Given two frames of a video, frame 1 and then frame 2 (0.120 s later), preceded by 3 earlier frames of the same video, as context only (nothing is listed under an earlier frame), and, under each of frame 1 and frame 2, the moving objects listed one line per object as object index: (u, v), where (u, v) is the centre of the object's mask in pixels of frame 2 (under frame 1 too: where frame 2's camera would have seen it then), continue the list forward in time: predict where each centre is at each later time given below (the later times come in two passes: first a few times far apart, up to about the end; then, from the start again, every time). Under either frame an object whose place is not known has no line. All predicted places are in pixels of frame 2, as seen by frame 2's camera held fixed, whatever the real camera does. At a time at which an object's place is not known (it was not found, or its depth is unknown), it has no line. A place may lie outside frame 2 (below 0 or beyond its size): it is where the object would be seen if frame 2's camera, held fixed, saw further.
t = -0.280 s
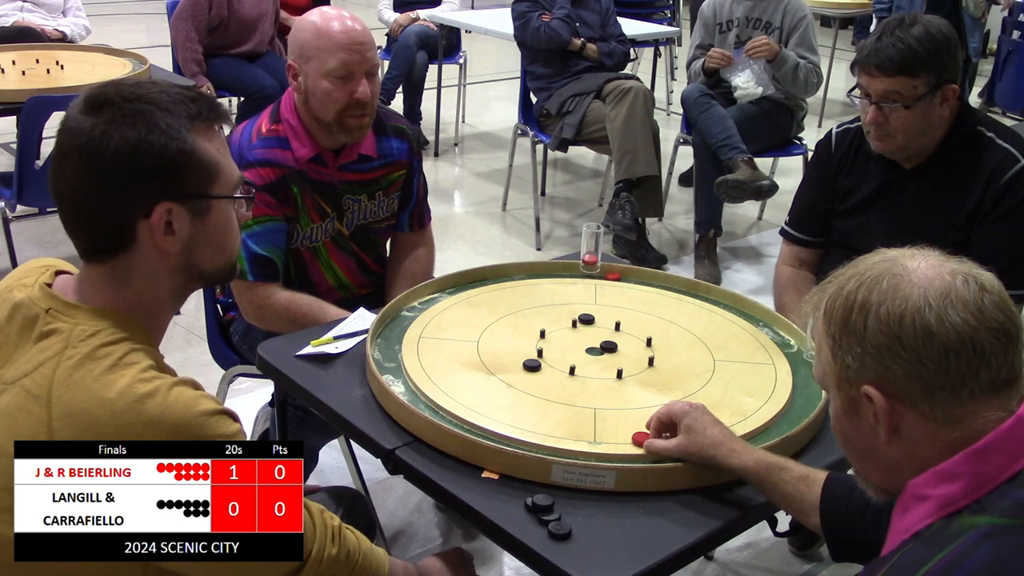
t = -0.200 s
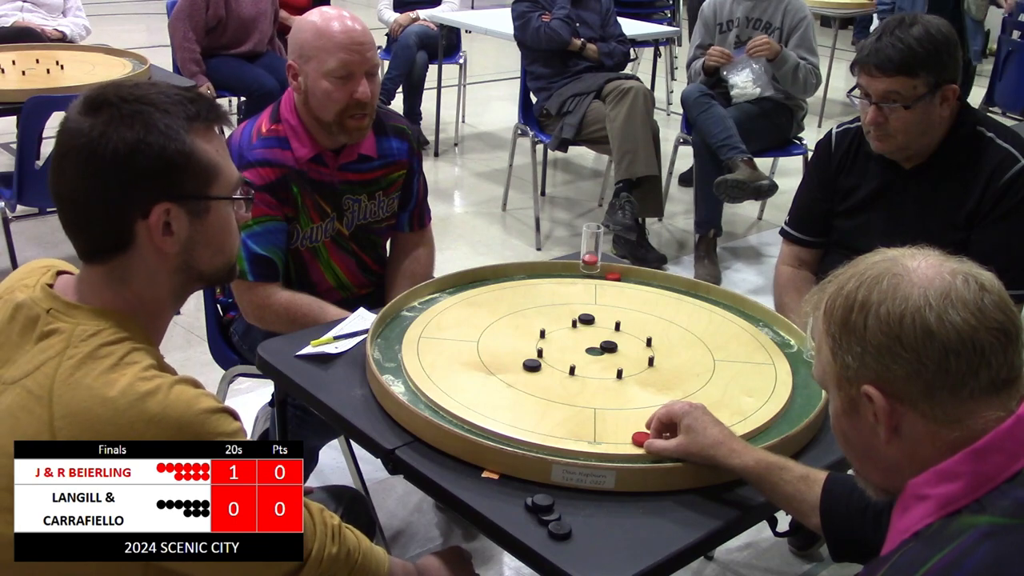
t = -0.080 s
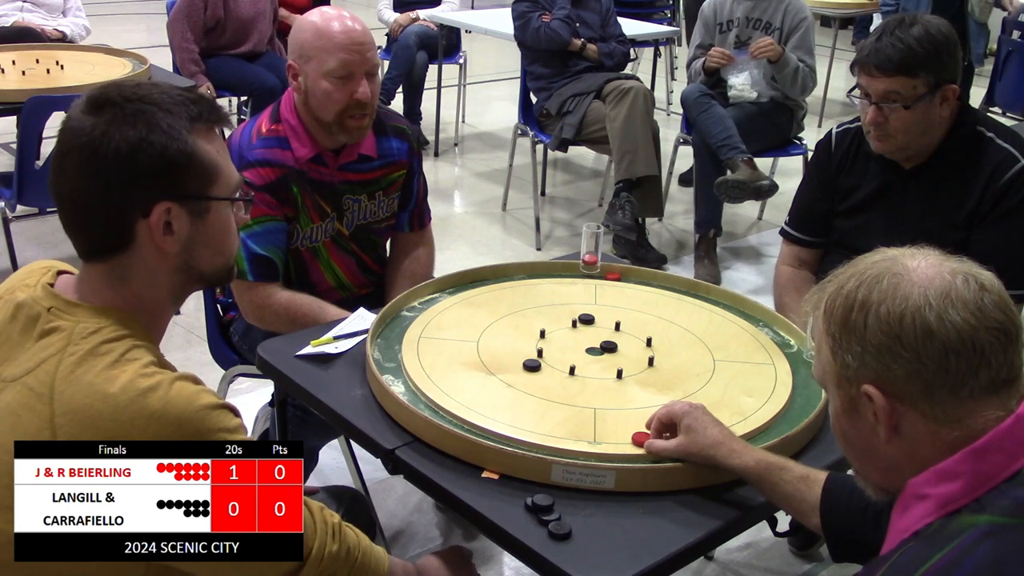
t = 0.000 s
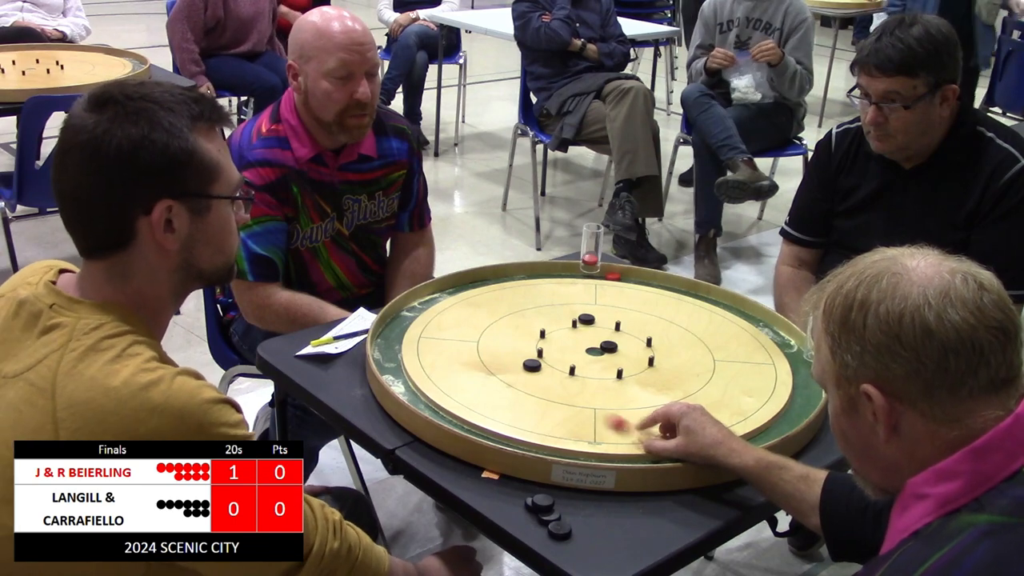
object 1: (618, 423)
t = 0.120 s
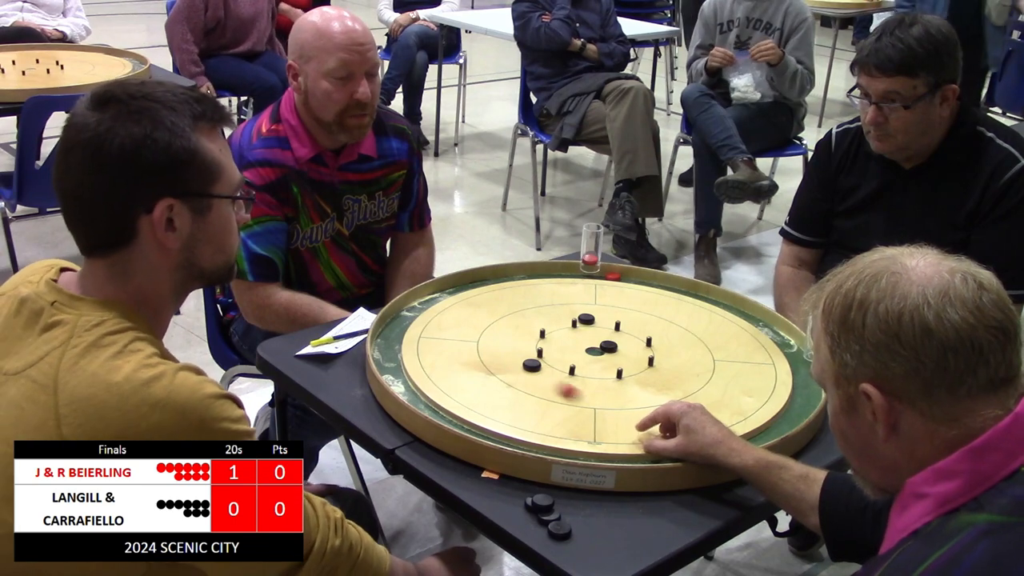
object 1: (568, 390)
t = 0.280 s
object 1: (532, 372)
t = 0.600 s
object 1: (530, 372)
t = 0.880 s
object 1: (530, 372)
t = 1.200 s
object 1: (530, 372)
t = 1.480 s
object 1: (530, 372)
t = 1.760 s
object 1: (530, 372)
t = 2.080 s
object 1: (530, 372)
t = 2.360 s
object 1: (530, 372)
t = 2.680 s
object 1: (530, 372)
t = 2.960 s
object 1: (530, 372)
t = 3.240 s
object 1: (530, 372)
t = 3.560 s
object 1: (530, 372)
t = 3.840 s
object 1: (530, 372)
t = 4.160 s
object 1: (530, 372)
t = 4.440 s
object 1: (530, 372)
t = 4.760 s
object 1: (530, 372)
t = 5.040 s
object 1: (530, 372)
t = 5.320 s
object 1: (530, 372)
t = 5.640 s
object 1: (530, 372)
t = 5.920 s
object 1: (530, 372)
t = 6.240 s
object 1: (530, 372)
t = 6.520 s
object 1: (530, 372)
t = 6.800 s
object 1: (530, 372)
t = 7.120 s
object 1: (530, 372)
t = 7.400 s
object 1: (530, 372)
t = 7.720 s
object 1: (530, 372)
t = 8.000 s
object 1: (530, 372)
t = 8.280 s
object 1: (530, 372)
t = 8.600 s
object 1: (530, 372)
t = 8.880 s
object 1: (530, 372)
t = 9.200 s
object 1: (530, 372)
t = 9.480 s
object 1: (530, 372)
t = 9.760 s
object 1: (530, 372)
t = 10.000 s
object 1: (530, 372)
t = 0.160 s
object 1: (540, 373)
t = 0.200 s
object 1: (537, 373)
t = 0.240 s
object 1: (534, 372)
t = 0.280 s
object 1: (532, 372)
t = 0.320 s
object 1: (531, 372)
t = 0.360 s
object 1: (530, 372)
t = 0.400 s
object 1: (530, 372)
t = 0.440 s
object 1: (530, 372)
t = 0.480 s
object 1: (530, 372)
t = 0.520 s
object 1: (530, 372)
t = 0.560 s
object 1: (530, 372)
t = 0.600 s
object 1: (530, 372)
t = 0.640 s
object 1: (530, 372)
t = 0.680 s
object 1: (530, 372)
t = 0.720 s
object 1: (530, 372)
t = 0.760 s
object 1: (530, 372)
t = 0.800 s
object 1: (530, 372)
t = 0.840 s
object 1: (530, 372)
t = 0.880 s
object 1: (530, 372)
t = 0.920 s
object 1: (530, 372)
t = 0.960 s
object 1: (530, 372)
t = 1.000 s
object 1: (530, 372)
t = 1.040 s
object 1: (530, 372)
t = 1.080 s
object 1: (530, 372)
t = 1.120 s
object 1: (530, 372)
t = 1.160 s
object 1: (530, 372)
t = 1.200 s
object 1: (530, 372)
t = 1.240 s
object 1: (530, 372)
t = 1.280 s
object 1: (530, 372)
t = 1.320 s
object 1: (530, 372)
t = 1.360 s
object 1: (530, 372)
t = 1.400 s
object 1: (530, 372)
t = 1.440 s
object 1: (530, 372)
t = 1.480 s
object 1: (530, 372)
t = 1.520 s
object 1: (530, 372)
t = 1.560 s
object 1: (530, 372)
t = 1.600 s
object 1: (530, 372)
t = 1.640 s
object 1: (530, 372)
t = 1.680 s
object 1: (530, 372)
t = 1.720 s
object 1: (530, 372)
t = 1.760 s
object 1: (530, 372)
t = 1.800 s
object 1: (530, 372)
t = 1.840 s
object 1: (530, 372)
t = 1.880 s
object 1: (530, 372)
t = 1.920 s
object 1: (530, 372)
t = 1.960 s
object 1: (530, 372)
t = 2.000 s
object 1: (530, 372)
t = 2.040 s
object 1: (530, 372)
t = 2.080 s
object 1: (530, 372)
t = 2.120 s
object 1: (530, 372)
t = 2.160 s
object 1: (530, 372)
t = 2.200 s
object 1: (530, 372)
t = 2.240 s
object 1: (530, 372)
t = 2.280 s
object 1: (530, 372)
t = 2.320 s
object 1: (530, 372)
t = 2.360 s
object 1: (530, 372)
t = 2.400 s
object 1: (530, 372)
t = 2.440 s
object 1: (530, 372)
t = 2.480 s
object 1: (530, 372)
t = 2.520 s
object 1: (530, 372)
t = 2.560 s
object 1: (530, 372)
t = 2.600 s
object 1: (530, 372)
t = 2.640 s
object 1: (530, 372)
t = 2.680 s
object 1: (530, 372)
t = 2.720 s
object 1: (530, 372)
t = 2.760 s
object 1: (530, 372)
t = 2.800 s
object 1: (530, 372)
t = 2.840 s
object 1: (530, 372)
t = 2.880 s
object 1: (530, 372)
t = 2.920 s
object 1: (530, 372)
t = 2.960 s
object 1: (530, 372)
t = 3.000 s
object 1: (530, 372)
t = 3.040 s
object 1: (530, 372)
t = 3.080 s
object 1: (530, 372)
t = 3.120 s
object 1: (530, 372)
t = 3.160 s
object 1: (530, 372)
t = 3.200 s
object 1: (530, 372)
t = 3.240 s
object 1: (530, 372)
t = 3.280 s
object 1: (530, 372)
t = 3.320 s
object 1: (530, 372)
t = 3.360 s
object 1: (530, 372)
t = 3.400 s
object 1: (530, 372)
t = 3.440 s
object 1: (530, 372)
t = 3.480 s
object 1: (530, 372)
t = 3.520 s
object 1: (530, 372)
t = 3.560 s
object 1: (530, 372)
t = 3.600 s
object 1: (530, 372)
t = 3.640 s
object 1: (530, 372)
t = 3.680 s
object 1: (530, 372)
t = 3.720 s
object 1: (530, 372)
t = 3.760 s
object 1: (530, 372)
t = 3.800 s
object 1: (530, 372)
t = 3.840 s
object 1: (530, 372)
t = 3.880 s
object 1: (530, 372)
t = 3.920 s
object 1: (530, 372)
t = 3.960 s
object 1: (530, 372)
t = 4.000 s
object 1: (530, 372)
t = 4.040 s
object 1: (530, 372)
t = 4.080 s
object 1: (530, 372)
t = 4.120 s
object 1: (530, 372)
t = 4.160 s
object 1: (530, 372)
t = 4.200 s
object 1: (530, 372)
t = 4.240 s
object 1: (530, 372)
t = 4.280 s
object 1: (530, 372)
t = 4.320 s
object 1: (530, 372)
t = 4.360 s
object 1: (530, 372)
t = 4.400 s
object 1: (530, 372)
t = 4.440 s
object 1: (530, 372)
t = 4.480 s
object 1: (530, 372)
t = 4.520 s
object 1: (530, 372)
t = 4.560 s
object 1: (530, 372)
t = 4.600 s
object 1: (530, 372)
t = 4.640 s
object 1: (530, 372)
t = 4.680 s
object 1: (530, 372)
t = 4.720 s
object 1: (530, 372)
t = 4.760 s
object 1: (530, 372)
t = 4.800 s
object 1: (530, 372)
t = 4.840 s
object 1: (530, 372)
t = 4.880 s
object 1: (530, 372)
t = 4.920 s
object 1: (530, 372)
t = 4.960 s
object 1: (530, 372)
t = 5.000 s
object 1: (530, 372)
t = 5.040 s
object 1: (530, 372)
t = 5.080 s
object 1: (530, 372)
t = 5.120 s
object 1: (530, 372)
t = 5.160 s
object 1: (530, 372)
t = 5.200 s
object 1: (530, 372)
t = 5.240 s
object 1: (530, 372)
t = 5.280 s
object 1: (530, 372)
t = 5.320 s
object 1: (530, 372)
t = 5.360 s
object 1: (530, 372)
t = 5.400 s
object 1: (530, 372)
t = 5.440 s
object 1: (530, 372)
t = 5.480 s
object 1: (530, 372)
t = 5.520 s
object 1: (530, 372)
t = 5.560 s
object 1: (530, 372)
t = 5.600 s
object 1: (530, 372)
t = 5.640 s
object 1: (530, 372)
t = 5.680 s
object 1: (530, 372)
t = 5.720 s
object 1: (530, 372)
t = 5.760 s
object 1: (530, 372)
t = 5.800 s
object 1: (530, 372)
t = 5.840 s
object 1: (530, 372)
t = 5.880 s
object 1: (530, 372)
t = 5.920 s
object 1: (530, 372)
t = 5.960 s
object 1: (530, 372)
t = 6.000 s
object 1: (530, 372)
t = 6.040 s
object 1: (530, 372)
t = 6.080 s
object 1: (530, 372)
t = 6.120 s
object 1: (530, 372)
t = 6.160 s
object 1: (530, 372)
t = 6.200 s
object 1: (530, 372)
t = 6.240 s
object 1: (530, 372)
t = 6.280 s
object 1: (530, 372)
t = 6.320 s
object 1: (530, 372)
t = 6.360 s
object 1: (530, 372)
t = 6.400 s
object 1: (530, 372)
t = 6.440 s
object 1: (530, 372)
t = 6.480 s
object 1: (530, 372)
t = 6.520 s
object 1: (530, 372)
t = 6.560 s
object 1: (530, 372)
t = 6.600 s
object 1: (530, 372)
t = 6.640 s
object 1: (530, 372)
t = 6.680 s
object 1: (530, 372)
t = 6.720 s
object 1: (530, 372)
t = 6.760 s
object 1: (530, 372)
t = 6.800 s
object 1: (530, 372)
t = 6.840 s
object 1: (530, 372)
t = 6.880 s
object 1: (530, 372)
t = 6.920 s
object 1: (530, 372)
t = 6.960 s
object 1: (530, 372)
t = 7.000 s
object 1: (530, 372)
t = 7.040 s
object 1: (530, 372)
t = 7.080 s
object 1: (530, 372)
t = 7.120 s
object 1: (530, 372)
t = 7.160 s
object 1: (530, 372)
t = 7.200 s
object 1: (530, 372)
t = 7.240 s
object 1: (530, 372)
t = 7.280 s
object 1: (530, 372)
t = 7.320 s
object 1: (530, 372)
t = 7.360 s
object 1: (530, 372)
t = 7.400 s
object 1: (530, 372)
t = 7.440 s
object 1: (530, 372)
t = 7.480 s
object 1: (530, 372)
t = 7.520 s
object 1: (530, 372)
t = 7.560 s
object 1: (530, 372)
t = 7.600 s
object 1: (530, 372)
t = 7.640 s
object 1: (530, 372)
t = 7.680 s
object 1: (530, 372)
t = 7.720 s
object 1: (530, 372)
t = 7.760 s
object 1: (530, 372)
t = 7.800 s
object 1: (530, 372)
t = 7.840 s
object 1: (530, 372)
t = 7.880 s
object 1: (530, 372)
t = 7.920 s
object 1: (530, 372)
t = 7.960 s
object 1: (530, 372)
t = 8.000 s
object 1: (530, 372)
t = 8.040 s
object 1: (530, 372)
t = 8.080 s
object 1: (530, 372)
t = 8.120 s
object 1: (530, 372)
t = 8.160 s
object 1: (530, 372)
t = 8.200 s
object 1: (530, 372)
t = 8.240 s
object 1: (530, 372)
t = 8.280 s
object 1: (530, 372)
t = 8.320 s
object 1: (530, 372)
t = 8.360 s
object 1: (530, 372)
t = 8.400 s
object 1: (530, 372)
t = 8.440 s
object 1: (530, 372)
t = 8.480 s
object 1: (530, 372)
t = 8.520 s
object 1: (530, 372)
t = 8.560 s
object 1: (530, 372)
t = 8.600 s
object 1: (530, 372)
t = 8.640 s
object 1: (530, 372)
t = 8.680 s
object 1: (530, 372)
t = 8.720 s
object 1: (530, 372)
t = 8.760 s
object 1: (530, 372)
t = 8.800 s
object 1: (530, 372)
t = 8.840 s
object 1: (530, 372)
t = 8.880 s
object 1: (530, 372)
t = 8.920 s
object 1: (530, 372)
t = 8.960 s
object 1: (530, 372)
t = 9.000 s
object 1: (530, 372)
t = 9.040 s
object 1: (530, 372)
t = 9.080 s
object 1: (530, 372)
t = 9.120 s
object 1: (530, 372)
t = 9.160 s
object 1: (530, 372)
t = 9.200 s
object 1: (530, 372)
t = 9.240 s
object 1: (530, 372)
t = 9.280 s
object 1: (530, 372)
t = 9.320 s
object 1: (530, 372)
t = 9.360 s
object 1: (530, 372)
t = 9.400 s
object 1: (530, 372)
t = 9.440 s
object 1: (530, 372)
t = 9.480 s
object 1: (530, 372)
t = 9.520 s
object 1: (530, 372)
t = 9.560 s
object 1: (530, 372)
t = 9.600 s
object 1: (530, 372)
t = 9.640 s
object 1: (530, 372)
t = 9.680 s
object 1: (530, 372)
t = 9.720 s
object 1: (530, 372)
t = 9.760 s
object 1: (530, 372)
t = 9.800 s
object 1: (530, 372)
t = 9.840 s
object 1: (530, 372)
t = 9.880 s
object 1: (530, 372)
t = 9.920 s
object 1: (530, 372)
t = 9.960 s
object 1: (530, 372)
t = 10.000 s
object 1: (530, 372)
